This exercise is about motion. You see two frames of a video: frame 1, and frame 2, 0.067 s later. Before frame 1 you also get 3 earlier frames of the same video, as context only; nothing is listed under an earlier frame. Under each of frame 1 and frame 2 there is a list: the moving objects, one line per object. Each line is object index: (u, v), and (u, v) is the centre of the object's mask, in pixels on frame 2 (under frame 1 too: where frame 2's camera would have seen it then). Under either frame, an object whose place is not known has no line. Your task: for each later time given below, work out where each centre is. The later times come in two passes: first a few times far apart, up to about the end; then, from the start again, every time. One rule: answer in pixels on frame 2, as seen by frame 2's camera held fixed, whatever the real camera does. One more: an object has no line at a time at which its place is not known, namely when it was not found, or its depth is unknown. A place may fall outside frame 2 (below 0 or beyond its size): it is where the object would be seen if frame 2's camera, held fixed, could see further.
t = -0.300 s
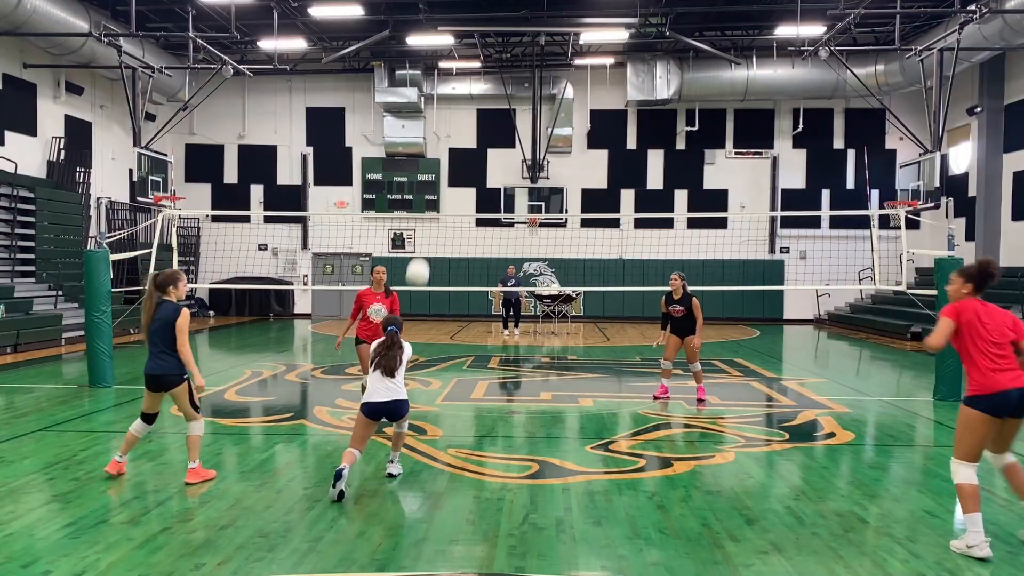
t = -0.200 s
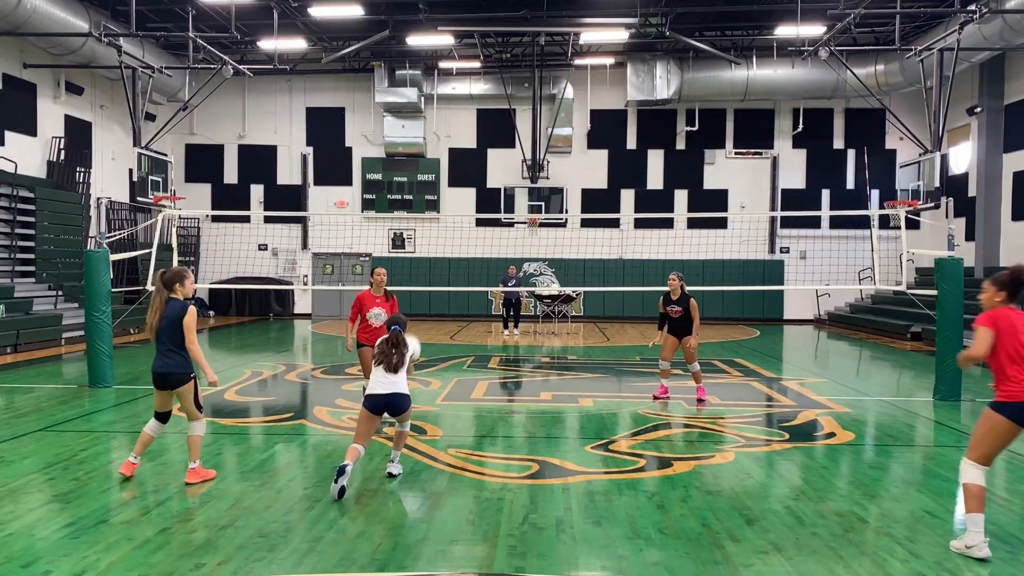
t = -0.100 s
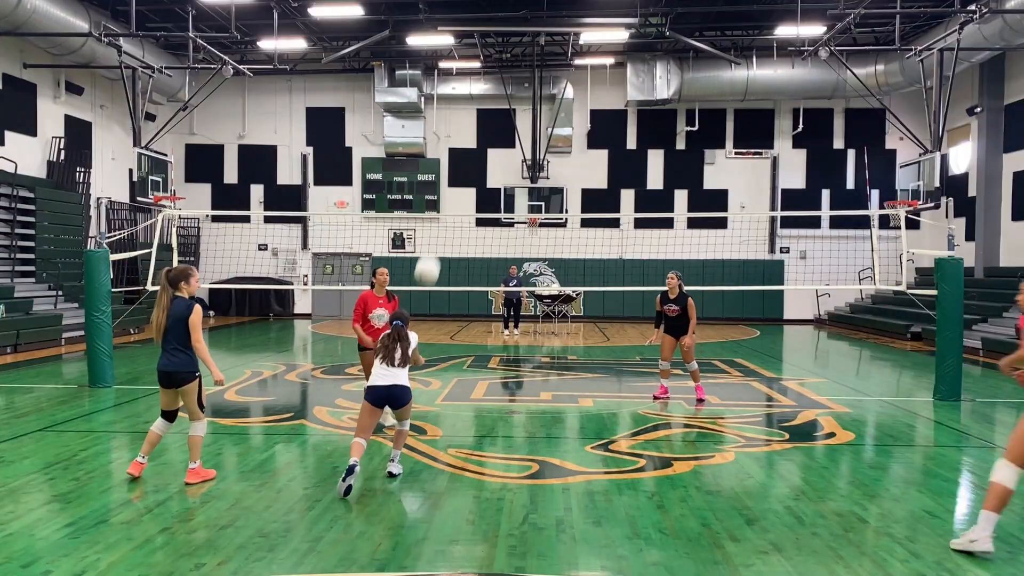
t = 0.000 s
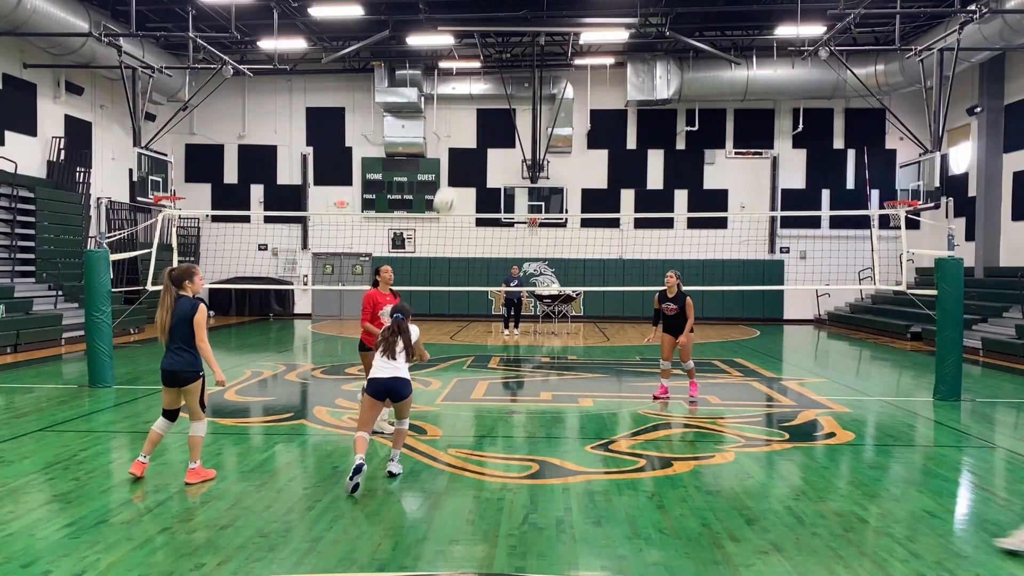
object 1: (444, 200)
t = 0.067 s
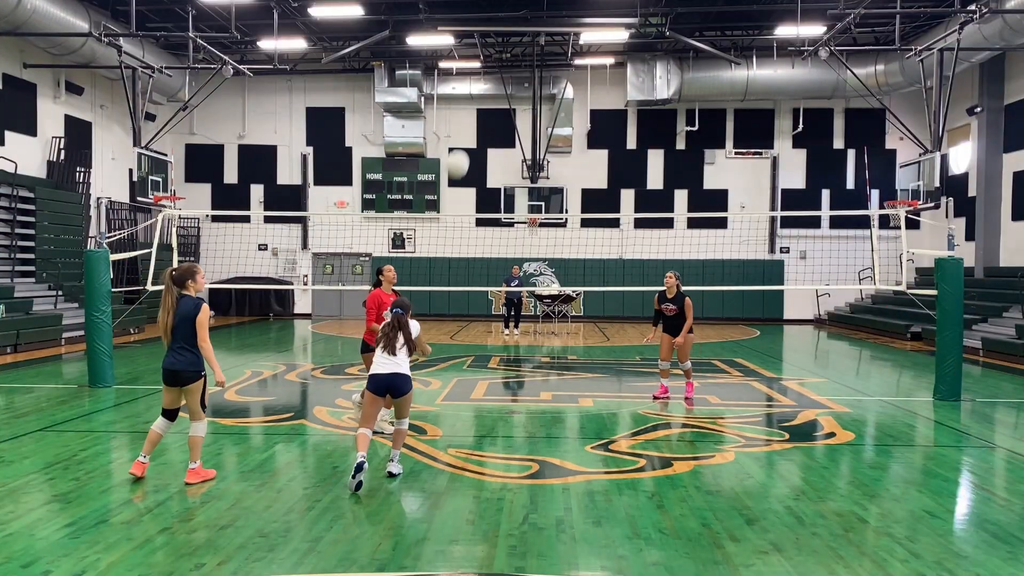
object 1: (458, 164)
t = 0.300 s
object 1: (492, 78)
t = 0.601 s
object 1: (530, 61)
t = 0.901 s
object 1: (562, 126)
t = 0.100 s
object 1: (462, 149)
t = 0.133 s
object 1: (468, 131)
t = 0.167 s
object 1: (473, 118)
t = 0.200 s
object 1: (478, 107)
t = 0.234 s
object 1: (482, 96)
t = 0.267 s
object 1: (487, 86)
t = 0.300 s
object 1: (492, 78)
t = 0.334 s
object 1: (496, 72)
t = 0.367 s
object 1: (501, 67)
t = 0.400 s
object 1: (505, 62)
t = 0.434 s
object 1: (509, 59)
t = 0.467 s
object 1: (513, 57)
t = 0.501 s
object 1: (517, 57)
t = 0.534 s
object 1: (521, 57)
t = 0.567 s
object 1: (526, 58)
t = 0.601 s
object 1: (530, 61)
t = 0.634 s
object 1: (534, 64)
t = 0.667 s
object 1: (537, 69)
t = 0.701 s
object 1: (541, 74)
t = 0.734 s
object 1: (545, 81)
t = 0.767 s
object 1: (548, 88)
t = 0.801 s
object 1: (552, 96)
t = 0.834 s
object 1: (555, 106)
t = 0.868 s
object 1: (558, 115)
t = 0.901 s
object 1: (562, 126)
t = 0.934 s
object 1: (564, 137)
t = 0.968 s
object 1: (567, 149)
